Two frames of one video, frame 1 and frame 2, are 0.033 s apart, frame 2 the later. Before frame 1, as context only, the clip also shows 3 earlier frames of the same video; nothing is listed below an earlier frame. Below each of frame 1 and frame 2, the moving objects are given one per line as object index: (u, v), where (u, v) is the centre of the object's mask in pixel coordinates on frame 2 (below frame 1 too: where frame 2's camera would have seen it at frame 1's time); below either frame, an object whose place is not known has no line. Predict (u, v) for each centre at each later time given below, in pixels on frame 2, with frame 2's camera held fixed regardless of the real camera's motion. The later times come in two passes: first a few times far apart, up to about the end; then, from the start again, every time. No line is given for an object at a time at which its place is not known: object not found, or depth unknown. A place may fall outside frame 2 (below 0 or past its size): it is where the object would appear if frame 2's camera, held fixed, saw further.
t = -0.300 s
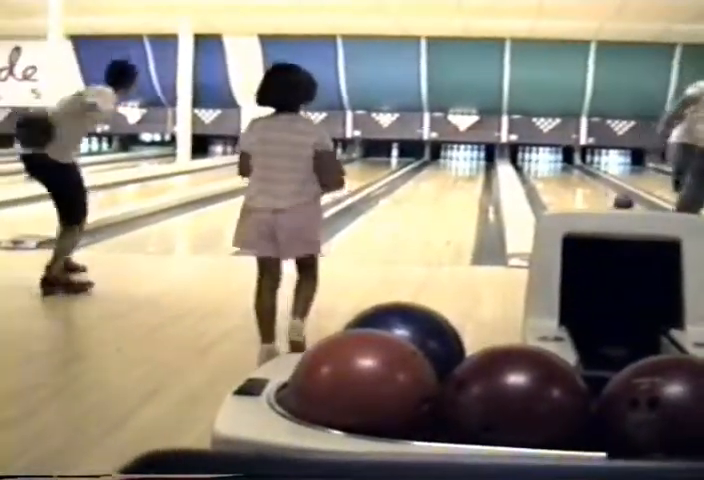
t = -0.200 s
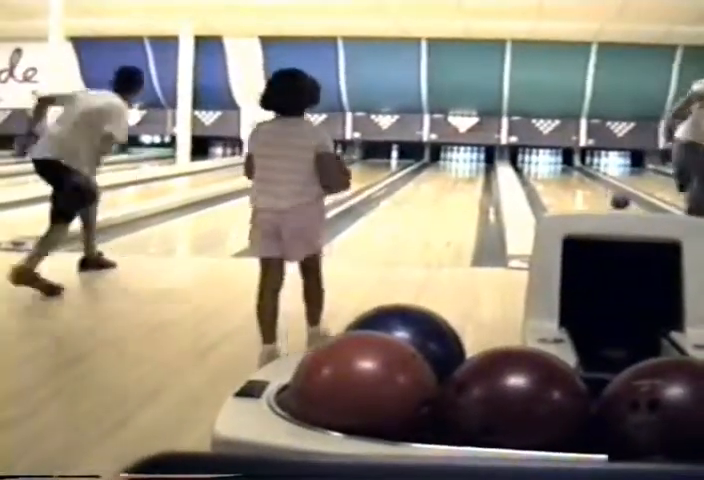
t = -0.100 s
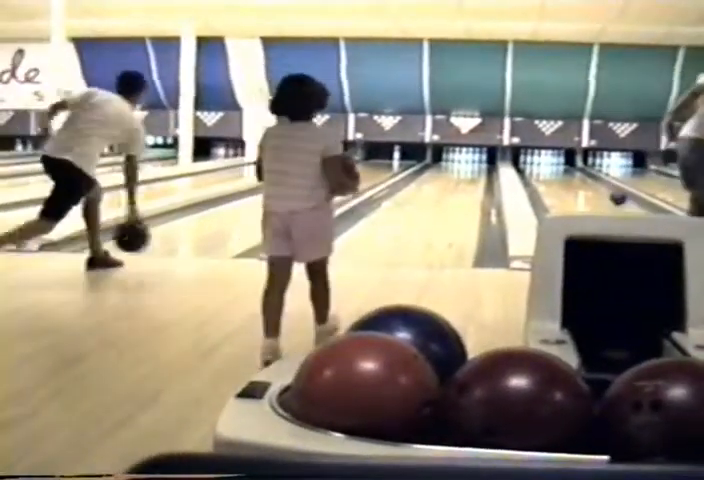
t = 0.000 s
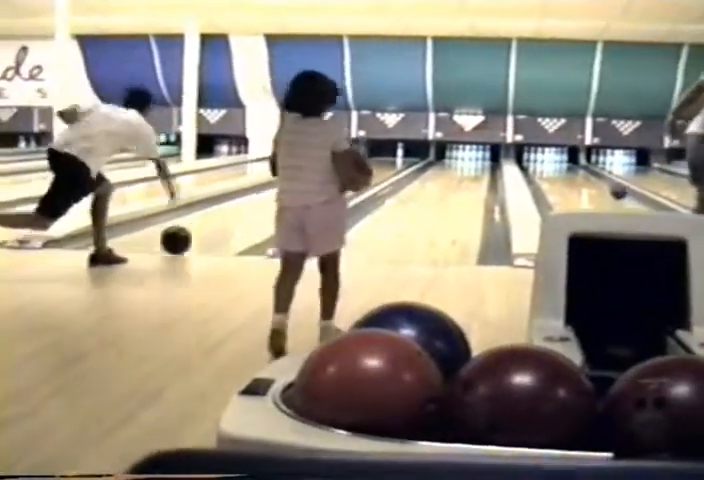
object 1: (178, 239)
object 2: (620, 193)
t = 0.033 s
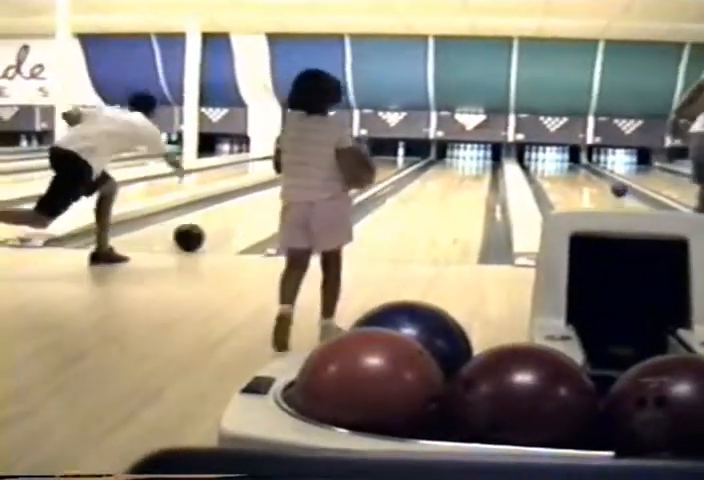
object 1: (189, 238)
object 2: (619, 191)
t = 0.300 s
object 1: (255, 211)
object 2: (611, 181)
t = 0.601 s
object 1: (301, 192)
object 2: (603, 176)
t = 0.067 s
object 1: (200, 234)
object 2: (618, 189)
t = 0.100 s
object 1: (209, 230)
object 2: (617, 188)
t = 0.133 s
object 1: (218, 226)
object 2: (616, 186)
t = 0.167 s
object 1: (226, 223)
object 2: (615, 185)
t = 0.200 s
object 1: (234, 220)
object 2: (614, 184)
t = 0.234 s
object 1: (242, 216)
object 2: (613, 183)
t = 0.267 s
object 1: (249, 214)
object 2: (612, 182)
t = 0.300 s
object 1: (255, 211)
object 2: (611, 181)
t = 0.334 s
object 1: (262, 209)
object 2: (610, 181)
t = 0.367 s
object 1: (268, 206)
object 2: (610, 180)
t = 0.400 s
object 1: (273, 204)
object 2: (609, 180)
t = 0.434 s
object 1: (278, 202)
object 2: (608, 179)
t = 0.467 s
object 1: (283, 200)
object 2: (606, 178)
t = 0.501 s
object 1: (288, 198)
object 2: (606, 178)
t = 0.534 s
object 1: (293, 196)
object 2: (604, 176)
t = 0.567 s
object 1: (297, 194)
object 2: (604, 176)
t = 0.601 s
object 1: (301, 192)
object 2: (603, 176)
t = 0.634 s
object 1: (305, 190)
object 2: (602, 175)
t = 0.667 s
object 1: (308, 189)
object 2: (603, 175)
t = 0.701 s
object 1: (313, 187)
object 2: (603, 176)
